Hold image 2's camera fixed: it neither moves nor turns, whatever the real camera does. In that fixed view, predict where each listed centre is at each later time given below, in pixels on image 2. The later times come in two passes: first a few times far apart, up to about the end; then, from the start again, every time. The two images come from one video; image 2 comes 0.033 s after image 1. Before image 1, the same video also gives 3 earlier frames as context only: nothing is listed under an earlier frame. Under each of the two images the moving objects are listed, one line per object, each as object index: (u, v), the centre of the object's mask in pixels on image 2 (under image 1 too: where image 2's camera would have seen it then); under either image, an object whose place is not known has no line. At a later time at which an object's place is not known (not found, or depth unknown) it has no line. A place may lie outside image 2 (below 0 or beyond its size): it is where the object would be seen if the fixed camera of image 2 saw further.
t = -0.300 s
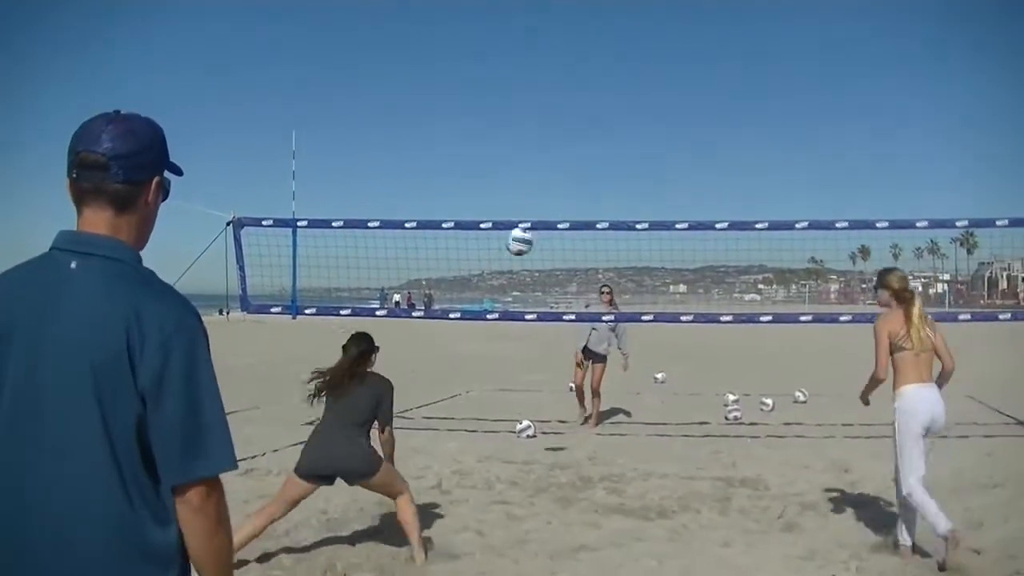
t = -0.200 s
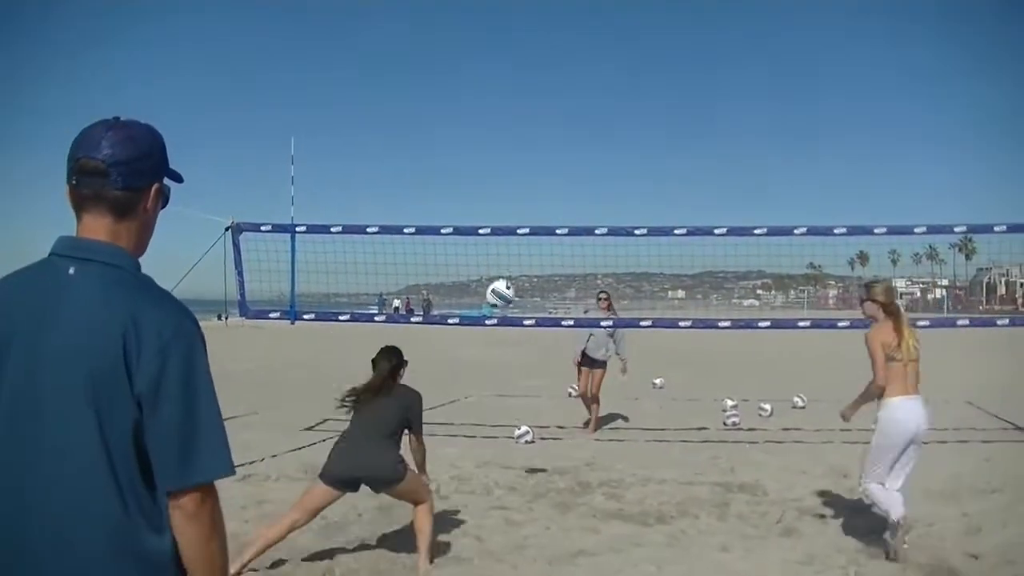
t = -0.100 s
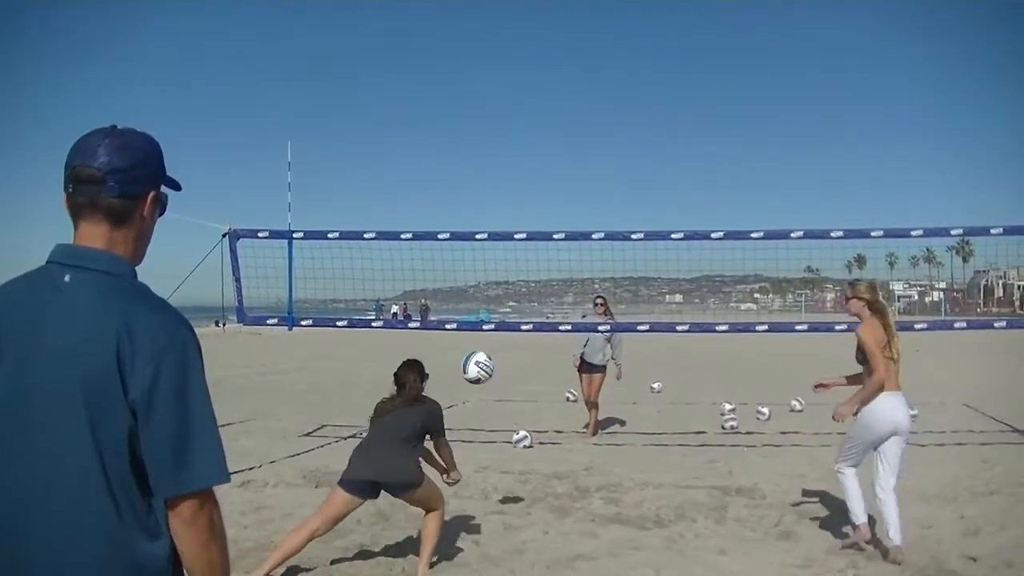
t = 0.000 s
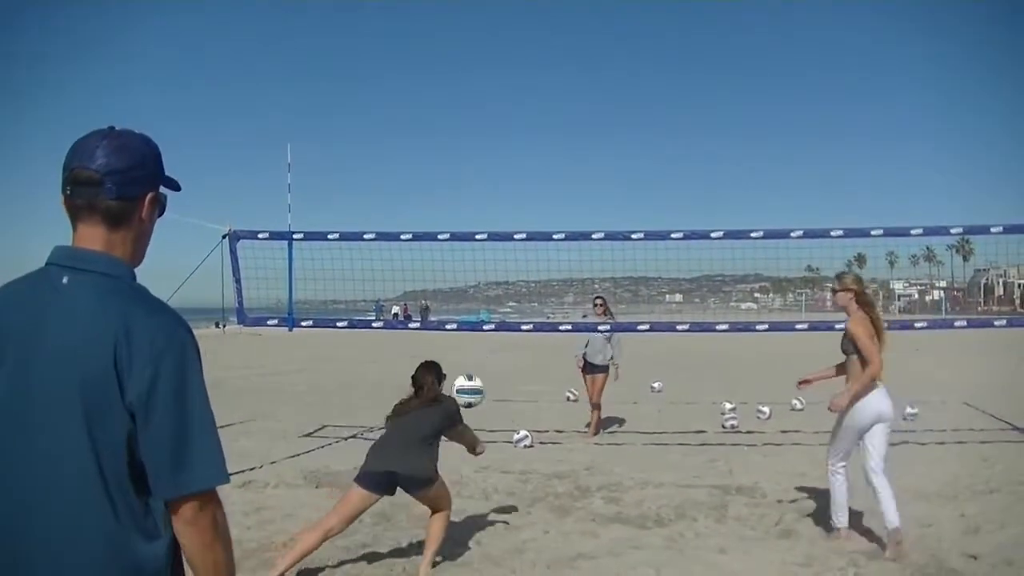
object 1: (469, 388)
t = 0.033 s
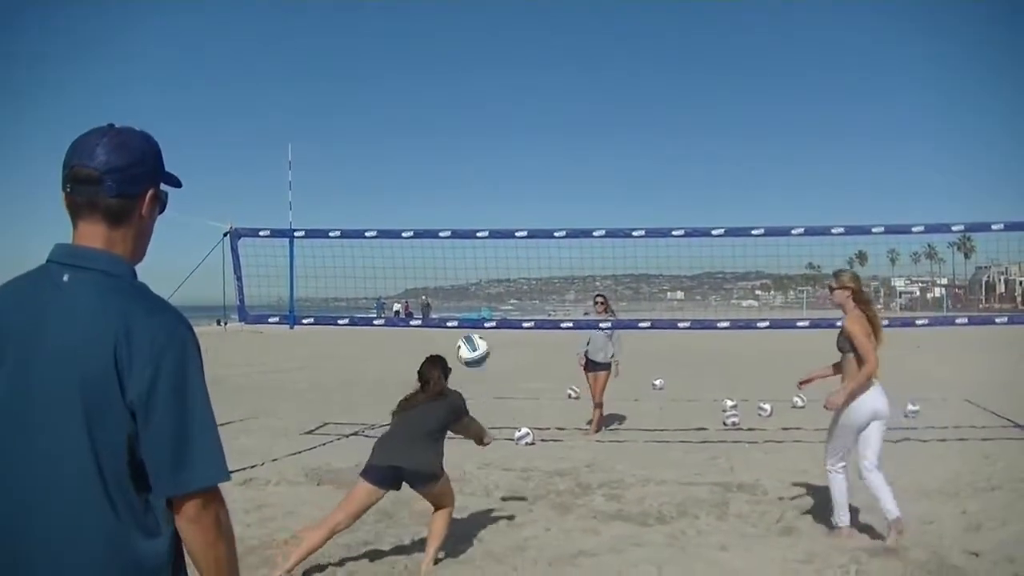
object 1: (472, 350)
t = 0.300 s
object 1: (505, 129)
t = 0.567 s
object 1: (538, 31)
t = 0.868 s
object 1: (570, 38)
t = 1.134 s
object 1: (596, 132)
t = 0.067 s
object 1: (477, 315)
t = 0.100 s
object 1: (480, 281)
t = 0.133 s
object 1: (484, 251)
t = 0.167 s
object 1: (490, 221)
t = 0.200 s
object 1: (493, 196)
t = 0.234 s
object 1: (498, 171)
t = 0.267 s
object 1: (501, 149)
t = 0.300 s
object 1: (505, 129)
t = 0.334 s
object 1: (510, 111)
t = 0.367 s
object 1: (514, 94)
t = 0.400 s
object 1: (518, 80)
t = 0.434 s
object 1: (522, 67)
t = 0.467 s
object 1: (526, 55)
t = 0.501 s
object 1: (531, 46)
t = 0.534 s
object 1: (535, 38)
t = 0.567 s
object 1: (538, 31)
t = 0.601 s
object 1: (543, 26)
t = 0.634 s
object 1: (546, 23)
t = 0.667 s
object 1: (549, 21)
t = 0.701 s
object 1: (553, 21)
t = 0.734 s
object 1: (556, 22)
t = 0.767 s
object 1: (560, 24)
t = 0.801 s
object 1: (563, 27)
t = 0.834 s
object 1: (567, 32)
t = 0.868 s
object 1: (570, 38)
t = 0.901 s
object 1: (573, 45)
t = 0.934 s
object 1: (576, 54)
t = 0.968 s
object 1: (580, 64)
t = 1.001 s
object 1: (584, 75)
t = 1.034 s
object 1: (586, 88)
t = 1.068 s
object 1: (589, 101)
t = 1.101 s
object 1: (593, 116)
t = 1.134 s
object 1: (596, 132)
